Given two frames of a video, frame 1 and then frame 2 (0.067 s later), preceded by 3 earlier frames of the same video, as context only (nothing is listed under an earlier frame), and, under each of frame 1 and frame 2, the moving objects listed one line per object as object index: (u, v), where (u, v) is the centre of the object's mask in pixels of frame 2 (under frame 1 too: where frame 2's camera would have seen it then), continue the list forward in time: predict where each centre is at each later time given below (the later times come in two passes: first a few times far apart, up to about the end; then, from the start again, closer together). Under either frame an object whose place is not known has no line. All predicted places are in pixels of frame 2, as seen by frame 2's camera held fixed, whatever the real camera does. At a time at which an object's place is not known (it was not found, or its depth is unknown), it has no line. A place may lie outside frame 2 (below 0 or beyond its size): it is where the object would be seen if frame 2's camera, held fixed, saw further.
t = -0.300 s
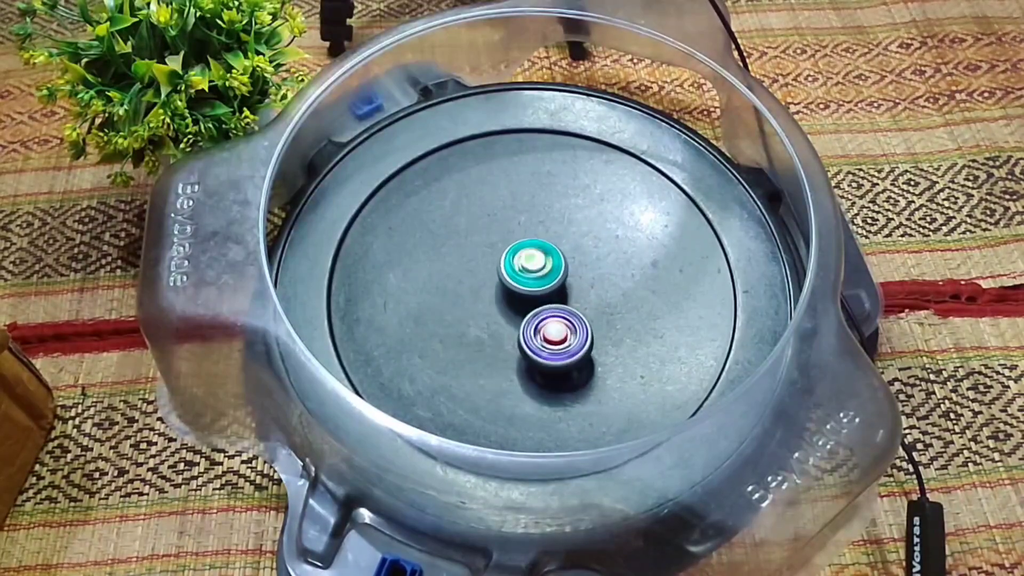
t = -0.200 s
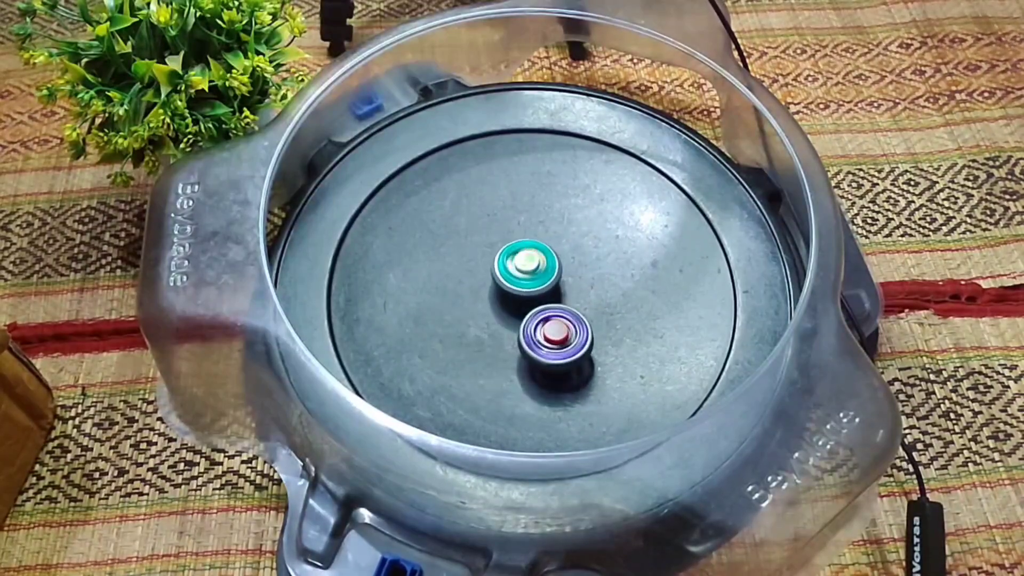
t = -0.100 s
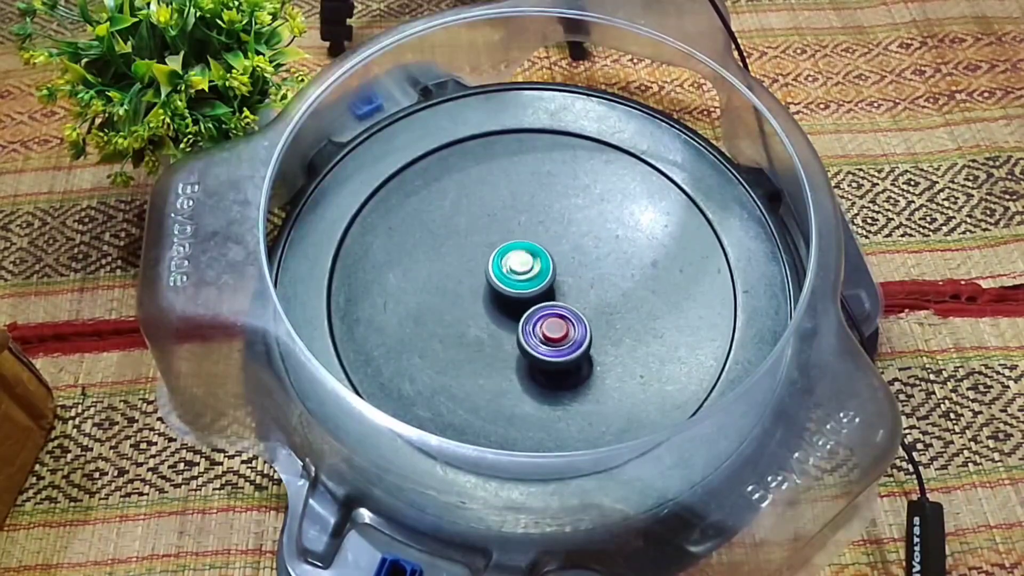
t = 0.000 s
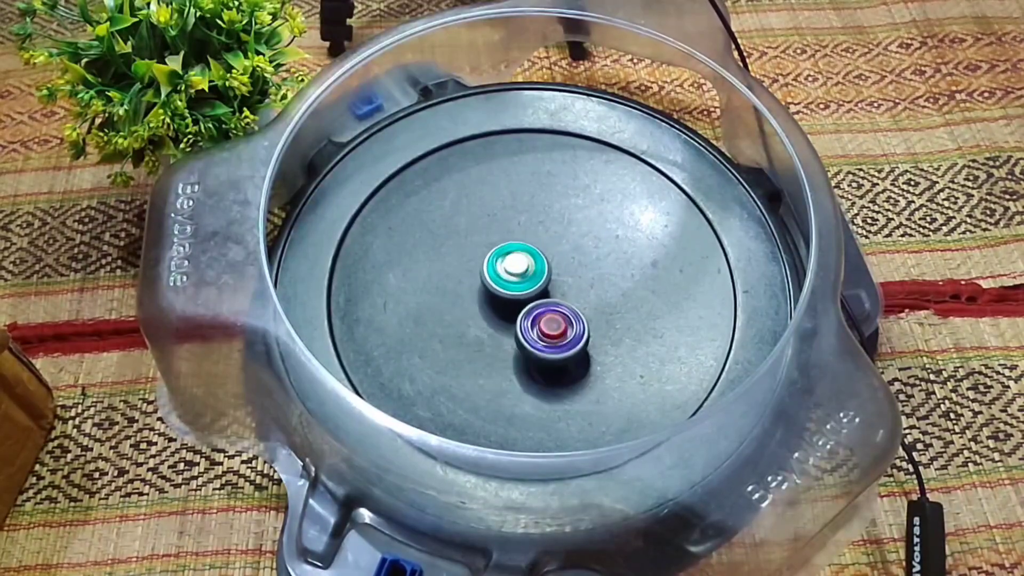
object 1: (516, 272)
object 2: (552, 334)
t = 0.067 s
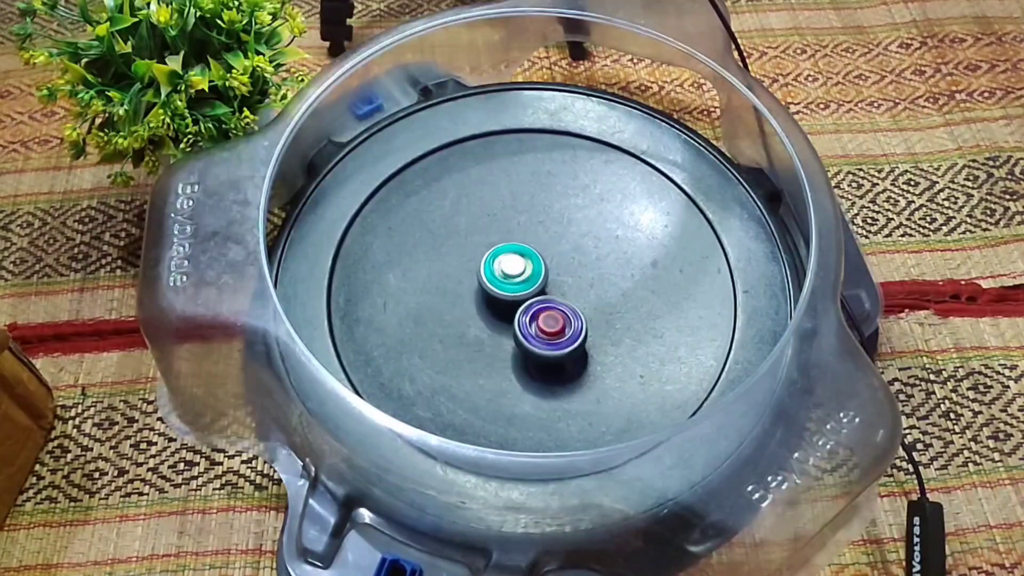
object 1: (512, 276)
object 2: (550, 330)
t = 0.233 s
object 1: (504, 273)
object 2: (546, 326)
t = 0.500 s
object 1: (494, 272)
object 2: (545, 319)
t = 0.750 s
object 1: (491, 271)
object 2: (547, 314)
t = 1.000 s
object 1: (493, 274)
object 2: (555, 312)
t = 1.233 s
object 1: (498, 279)
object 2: (563, 314)
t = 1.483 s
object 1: (504, 284)
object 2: (571, 320)
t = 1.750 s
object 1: (506, 292)
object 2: (576, 327)
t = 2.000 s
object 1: (504, 300)
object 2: (571, 329)
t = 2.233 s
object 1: (494, 298)
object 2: (569, 328)
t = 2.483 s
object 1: (489, 298)
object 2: (560, 325)
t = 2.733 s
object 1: (476, 292)
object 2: (567, 319)
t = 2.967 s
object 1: (480, 290)
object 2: (569, 310)
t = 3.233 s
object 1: (489, 286)
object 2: (578, 307)
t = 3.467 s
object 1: (497, 292)
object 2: (583, 304)
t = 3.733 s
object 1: (504, 299)
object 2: (584, 305)
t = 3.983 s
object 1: (501, 306)
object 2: (578, 305)
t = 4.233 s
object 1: (494, 311)
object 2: (569, 304)
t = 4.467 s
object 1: (473, 313)
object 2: (576, 299)
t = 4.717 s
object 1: (474, 312)
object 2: (563, 294)
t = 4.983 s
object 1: (483, 310)
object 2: (554, 291)
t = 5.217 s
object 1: (481, 316)
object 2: (569, 283)
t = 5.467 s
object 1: (495, 321)
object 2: (569, 284)
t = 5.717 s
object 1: (506, 328)
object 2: (566, 288)
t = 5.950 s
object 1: (494, 340)
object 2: (575, 284)
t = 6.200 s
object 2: (572, 279)
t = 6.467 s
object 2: (554, 284)
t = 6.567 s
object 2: (554, 280)
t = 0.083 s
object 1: (512, 273)
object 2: (549, 330)
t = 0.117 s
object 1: (510, 273)
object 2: (548, 328)
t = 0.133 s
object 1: (509, 273)
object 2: (548, 328)
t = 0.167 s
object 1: (507, 273)
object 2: (547, 327)
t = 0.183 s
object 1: (507, 273)
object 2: (547, 327)
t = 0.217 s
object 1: (505, 273)
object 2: (547, 326)
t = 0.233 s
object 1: (504, 273)
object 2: (546, 326)
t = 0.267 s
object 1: (503, 272)
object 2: (546, 325)
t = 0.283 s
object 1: (502, 272)
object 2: (546, 325)
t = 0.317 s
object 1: (501, 272)
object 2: (546, 324)
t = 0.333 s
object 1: (500, 272)
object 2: (546, 323)
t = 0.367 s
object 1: (499, 272)
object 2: (545, 322)
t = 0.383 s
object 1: (498, 272)
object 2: (545, 321)
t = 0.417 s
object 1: (497, 272)
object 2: (545, 321)
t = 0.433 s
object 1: (496, 272)
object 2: (545, 321)
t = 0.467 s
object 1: (495, 272)
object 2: (544, 320)
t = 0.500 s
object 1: (494, 272)
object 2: (545, 319)
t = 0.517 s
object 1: (494, 272)
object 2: (545, 319)
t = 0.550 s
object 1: (493, 272)
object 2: (545, 317)
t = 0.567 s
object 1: (493, 272)
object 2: (545, 317)
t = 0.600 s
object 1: (492, 272)
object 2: (545, 316)
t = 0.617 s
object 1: (492, 272)
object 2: (545, 315)
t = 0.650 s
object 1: (491, 272)
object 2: (545, 314)
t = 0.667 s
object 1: (491, 272)
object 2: (545, 314)
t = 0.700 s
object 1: (491, 272)
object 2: (546, 313)
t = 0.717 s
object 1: (491, 272)
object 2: (546, 313)
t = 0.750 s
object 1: (491, 271)
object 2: (547, 314)
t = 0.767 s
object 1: (491, 271)
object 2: (548, 314)
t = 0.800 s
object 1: (490, 271)
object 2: (548, 313)
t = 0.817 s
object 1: (490, 271)
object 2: (549, 313)
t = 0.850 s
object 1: (491, 272)
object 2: (550, 313)
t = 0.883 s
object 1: (491, 272)
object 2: (550, 312)
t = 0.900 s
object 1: (491, 273)
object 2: (551, 312)
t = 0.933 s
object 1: (492, 273)
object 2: (552, 312)
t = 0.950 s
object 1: (493, 273)
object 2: (552, 311)
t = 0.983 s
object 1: (493, 275)
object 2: (553, 311)
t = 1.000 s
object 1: (493, 274)
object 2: (555, 312)
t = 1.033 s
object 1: (493, 273)
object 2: (558, 314)
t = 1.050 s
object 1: (493, 273)
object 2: (558, 314)
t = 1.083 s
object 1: (493, 273)
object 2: (560, 314)
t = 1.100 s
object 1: (493, 274)
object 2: (560, 314)
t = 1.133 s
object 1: (494, 275)
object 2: (561, 314)
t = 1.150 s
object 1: (495, 276)
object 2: (561, 314)
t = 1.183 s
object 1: (496, 277)
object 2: (562, 314)
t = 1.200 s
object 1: (497, 277)
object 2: (563, 314)
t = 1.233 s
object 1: (498, 279)
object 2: (563, 314)
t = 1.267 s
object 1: (500, 280)
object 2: (564, 314)
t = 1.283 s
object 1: (501, 281)
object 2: (564, 314)
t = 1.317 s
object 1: (502, 282)
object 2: (565, 314)
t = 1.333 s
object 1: (502, 281)
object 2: (566, 316)
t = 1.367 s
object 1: (503, 283)
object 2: (567, 316)
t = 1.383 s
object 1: (503, 283)
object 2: (567, 316)
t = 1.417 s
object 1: (504, 284)
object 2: (568, 318)
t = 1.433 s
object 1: (503, 283)
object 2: (569, 319)
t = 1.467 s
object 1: (504, 284)
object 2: (570, 319)
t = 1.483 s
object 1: (504, 284)
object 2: (571, 320)
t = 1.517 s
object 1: (505, 286)
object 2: (572, 321)
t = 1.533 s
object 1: (505, 286)
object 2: (572, 321)
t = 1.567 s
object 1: (506, 287)
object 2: (572, 321)
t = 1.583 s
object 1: (506, 289)
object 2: (572, 322)
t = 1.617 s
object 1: (507, 290)
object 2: (573, 322)
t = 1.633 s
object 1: (507, 291)
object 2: (572, 322)
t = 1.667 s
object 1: (508, 292)
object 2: (572, 323)
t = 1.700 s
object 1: (506, 291)
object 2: (574, 325)
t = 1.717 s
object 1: (506, 291)
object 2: (575, 326)
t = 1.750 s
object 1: (506, 292)
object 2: (576, 327)
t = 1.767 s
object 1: (505, 292)
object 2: (576, 327)
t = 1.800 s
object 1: (505, 292)
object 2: (576, 328)
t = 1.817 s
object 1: (504, 293)
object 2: (576, 328)
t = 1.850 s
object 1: (504, 294)
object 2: (576, 329)
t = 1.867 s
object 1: (504, 295)
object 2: (576, 329)
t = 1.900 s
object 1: (503, 295)
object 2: (576, 329)
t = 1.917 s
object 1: (503, 296)
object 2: (575, 329)
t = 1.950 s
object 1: (503, 297)
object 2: (574, 329)
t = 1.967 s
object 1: (504, 298)
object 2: (574, 329)
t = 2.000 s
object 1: (504, 300)
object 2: (571, 329)
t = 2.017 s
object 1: (504, 300)
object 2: (571, 329)
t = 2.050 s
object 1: (498, 297)
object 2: (576, 331)
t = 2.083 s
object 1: (498, 297)
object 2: (575, 331)
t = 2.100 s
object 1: (497, 297)
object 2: (575, 330)
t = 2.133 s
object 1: (496, 297)
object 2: (573, 330)
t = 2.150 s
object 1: (495, 298)
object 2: (573, 330)
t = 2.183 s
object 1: (495, 298)
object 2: (571, 329)
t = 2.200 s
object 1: (494, 298)
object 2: (570, 329)
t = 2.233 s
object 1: (494, 298)
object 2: (569, 328)
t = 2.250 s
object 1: (493, 298)
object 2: (567, 327)
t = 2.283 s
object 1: (493, 299)
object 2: (566, 326)
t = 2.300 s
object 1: (493, 299)
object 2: (565, 325)
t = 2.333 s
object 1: (494, 300)
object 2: (562, 325)
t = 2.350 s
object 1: (493, 300)
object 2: (562, 325)
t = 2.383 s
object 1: (491, 298)
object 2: (562, 324)
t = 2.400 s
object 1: (491, 299)
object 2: (562, 323)
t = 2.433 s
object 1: (491, 299)
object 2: (561, 323)
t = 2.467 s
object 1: (491, 299)
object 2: (560, 321)
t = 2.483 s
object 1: (489, 298)
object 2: (560, 325)
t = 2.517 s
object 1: (489, 298)
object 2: (559, 325)
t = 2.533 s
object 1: (488, 298)
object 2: (559, 320)
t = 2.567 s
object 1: (488, 298)
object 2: (559, 319)
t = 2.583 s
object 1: (488, 298)
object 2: (558, 320)
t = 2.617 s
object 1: (482, 294)
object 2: (564, 321)
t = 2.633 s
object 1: (480, 293)
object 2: (565, 321)
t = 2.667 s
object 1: (478, 293)
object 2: (566, 321)
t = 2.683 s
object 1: (477, 292)
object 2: (567, 320)
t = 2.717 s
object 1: (476, 292)
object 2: (567, 320)
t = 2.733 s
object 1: (476, 292)
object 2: (567, 319)
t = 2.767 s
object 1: (476, 291)
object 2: (568, 318)
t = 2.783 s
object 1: (475, 291)
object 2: (569, 317)
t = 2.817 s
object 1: (475, 291)
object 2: (569, 316)
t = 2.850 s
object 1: (476, 290)
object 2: (569, 315)
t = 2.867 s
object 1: (476, 290)
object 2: (569, 314)
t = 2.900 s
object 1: (477, 290)
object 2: (569, 312)
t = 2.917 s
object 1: (478, 290)
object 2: (569, 311)
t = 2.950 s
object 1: (479, 290)
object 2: (569, 310)
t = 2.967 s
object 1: (480, 290)
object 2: (569, 310)
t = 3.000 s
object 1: (482, 290)
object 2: (569, 309)
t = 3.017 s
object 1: (484, 290)
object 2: (569, 308)
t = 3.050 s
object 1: (486, 290)
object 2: (569, 307)
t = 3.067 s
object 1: (487, 290)
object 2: (569, 307)
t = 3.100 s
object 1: (490, 290)
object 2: (568, 306)
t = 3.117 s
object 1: (491, 291)
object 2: (567, 305)
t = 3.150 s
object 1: (494, 291)
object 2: (566, 305)
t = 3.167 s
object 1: (495, 291)
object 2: (567, 305)
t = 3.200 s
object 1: (490, 288)
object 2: (574, 306)
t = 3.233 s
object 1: (489, 286)
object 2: (578, 307)
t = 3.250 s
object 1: (489, 287)
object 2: (579, 308)
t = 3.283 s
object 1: (489, 288)
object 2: (580, 307)
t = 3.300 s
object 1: (490, 288)
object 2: (581, 306)
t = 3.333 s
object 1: (491, 289)
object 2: (582, 305)
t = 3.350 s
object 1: (491, 289)
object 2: (582, 306)
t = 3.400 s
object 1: (493, 290)
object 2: (583, 305)
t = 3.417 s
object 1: (494, 291)
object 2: (583, 305)
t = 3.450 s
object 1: (496, 292)
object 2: (583, 304)
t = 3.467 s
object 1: (497, 292)
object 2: (583, 304)
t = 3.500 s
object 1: (498, 293)
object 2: (583, 304)
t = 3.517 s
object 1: (499, 294)
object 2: (583, 304)
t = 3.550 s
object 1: (502, 295)
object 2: (582, 303)
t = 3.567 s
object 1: (502, 296)
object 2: (582, 303)
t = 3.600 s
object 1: (504, 297)
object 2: (582, 303)
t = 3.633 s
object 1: (506, 298)
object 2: (581, 303)
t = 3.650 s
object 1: (505, 298)
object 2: (582, 304)
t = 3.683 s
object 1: (506, 298)
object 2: (581, 305)
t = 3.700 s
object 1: (506, 299)
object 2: (581, 304)
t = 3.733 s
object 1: (504, 299)
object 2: (584, 305)
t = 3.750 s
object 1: (503, 299)
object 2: (585, 305)
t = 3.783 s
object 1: (503, 300)
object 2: (584, 306)
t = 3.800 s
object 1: (503, 300)
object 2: (585, 305)
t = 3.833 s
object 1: (502, 301)
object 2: (584, 305)
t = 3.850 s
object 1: (502, 302)
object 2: (584, 305)
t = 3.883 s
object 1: (502, 303)
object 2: (583, 305)
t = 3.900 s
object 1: (502, 303)
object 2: (583, 305)
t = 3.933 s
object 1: (501, 304)
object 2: (581, 305)
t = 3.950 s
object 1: (501, 305)
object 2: (580, 305)
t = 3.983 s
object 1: (501, 306)
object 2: (578, 305)
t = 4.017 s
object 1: (501, 307)
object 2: (576, 305)
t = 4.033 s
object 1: (499, 307)
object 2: (576, 305)
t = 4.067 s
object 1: (499, 308)
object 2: (574, 305)
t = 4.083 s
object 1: (498, 308)
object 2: (574, 305)
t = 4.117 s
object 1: (497, 309)
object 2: (574, 305)
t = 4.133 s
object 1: (496, 309)
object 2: (573, 305)
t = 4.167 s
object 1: (495, 310)
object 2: (572, 305)
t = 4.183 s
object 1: (495, 310)
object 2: (571, 305)
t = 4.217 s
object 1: (494, 311)
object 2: (570, 304)
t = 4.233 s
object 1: (494, 311)
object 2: (569, 304)
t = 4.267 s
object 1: (488, 311)
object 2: (571, 303)
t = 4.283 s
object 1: (483, 311)
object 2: (575, 303)
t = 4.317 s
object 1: (480, 311)
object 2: (577, 304)
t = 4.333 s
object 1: (479, 312)
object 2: (576, 303)
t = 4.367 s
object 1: (477, 312)
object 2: (577, 302)
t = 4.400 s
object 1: (475, 313)
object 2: (576, 301)
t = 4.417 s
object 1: (474, 313)
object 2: (576, 301)
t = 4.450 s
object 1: (473, 313)
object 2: (576, 300)
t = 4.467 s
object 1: (473, 313)
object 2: (576, 299)
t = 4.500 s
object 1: (472, 313)
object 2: (575, 298)
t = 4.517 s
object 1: (472, 314)
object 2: (574, 298)
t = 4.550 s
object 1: (471, 313)
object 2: (573, 298)
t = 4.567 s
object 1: (471, 313)
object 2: (572, 297)
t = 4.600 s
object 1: (471, 313)
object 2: (571, 296)
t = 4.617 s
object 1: (471, 313)
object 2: (570, 296)
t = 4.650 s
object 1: (472, 313)
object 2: (568, 295)
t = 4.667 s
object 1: (472, 313)
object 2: (567, 295)
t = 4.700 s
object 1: (473, 312)
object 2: (564, 294)
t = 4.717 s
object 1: (474, 312)
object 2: (563, 294)
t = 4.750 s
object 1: (476, 312)
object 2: (561, 294)
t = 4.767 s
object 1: (476, 312)
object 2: (559, 293)
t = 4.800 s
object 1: (479, 311)
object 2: (556, 293)
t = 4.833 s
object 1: (481, 311)
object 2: (553, 292)
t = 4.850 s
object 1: (480, 311)
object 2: (554, 292)
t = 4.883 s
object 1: (481, 310)
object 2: (554, 292)
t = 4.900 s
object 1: (482, 310)
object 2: (554, 292)
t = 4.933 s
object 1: (482, 310)
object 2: (554, 292)
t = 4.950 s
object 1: (482, 310)
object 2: (554, 292)
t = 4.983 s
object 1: (483, 310)
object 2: (554, 291)
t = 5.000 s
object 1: (480, 311)
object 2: (558, 289)
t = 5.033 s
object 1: (478, 311)
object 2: (562, 288)
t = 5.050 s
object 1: (479, 311)
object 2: (562, 288)
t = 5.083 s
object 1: (479, 312)
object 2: (564, 286)
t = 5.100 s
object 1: (479, 313)
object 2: (565, 286)
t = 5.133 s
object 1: (479, 314)
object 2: (567, 285)
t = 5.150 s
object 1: (480, 314)
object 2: (567, 284)
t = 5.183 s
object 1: (480, 315)
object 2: (568, 284)
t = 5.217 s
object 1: (481, 316)
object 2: (569, 283)
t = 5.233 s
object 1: (481, 316)
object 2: (569, 283)
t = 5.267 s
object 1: (483, 317)
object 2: (569, 283)
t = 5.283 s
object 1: (484, 318)
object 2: (570, 282)
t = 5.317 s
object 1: (485, 318)
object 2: (570, 282)
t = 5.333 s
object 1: (486, 318)
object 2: (570, 282)
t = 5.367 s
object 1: (488, 319)
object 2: (570, 283)
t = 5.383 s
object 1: (489, 319)
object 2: (570, 283)
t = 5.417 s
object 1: (491, 320)
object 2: (570, 283)
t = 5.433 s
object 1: (493, 320)
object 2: (570, 283)
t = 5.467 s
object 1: (495, 321)
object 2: (569, 284)
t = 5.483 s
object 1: (496, 321)
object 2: (569, 284)
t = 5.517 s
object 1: (498, 321)
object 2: (568, 285)
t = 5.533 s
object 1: (500, 322)
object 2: (567, 286)
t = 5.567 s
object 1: (503, 323)
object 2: (566, 286)
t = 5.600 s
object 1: (501, 324)
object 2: (569, 287)
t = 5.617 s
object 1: (502, 324)
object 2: (568, 287)
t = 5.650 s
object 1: (504, 326)
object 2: (567, 287)
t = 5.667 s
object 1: (505, 326)
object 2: (567, 287)
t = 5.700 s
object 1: (506, 327)
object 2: (566, 288)
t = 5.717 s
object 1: (506, 328)
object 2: (566, 288)
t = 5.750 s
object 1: (505, 328)
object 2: (568, 289)
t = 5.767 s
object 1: (506, 329)
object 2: (567, 289)
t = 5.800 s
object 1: (506, 330)
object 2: (566, 288)
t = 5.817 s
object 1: (506, 330)
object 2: (566, 289)
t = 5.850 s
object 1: (507, 331)
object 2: (565, 289)
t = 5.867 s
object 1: (507, 332)
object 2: (564, 289)
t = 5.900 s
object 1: (502, 335)
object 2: (568, 287)
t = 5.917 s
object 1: (497, 338)
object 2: (572, 285)
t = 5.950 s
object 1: (494, 340)
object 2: (575, 284)
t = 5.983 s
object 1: (492, 343)
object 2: (574, 282)
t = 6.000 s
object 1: (491, 343)
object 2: (574, 282)
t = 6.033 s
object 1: (490, 345)
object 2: (574, 282)
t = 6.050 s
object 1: (489, 345)
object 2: (574, 281)
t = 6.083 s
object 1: (488, 346)
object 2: (574, 281)
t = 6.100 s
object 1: (488, 347)
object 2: (574, 280)
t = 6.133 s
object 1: (487, 347)
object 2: (573, 279)
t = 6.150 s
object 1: (487, 347)
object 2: (573, 280)
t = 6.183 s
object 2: (572, 279)
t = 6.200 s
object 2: (572, 279)
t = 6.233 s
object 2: (570, 280)
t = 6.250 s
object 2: (569, 280)
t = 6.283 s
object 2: (568, 280)
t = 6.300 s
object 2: (567, 280)
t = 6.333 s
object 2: (565, 281)
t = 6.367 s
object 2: (562, 280)
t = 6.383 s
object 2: (561, 281)
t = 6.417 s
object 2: (558, 283)
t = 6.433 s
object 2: (557, 282)
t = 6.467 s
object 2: (554, 284)
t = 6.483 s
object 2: (553, 285)
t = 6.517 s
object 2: (550, 285)
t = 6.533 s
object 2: (548, 285)
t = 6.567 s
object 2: (554, 280)
